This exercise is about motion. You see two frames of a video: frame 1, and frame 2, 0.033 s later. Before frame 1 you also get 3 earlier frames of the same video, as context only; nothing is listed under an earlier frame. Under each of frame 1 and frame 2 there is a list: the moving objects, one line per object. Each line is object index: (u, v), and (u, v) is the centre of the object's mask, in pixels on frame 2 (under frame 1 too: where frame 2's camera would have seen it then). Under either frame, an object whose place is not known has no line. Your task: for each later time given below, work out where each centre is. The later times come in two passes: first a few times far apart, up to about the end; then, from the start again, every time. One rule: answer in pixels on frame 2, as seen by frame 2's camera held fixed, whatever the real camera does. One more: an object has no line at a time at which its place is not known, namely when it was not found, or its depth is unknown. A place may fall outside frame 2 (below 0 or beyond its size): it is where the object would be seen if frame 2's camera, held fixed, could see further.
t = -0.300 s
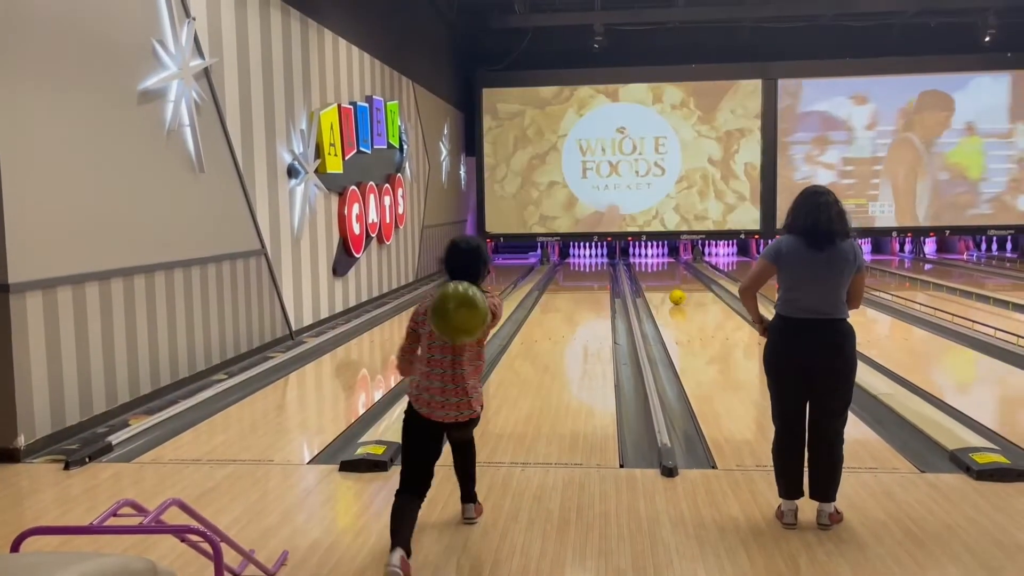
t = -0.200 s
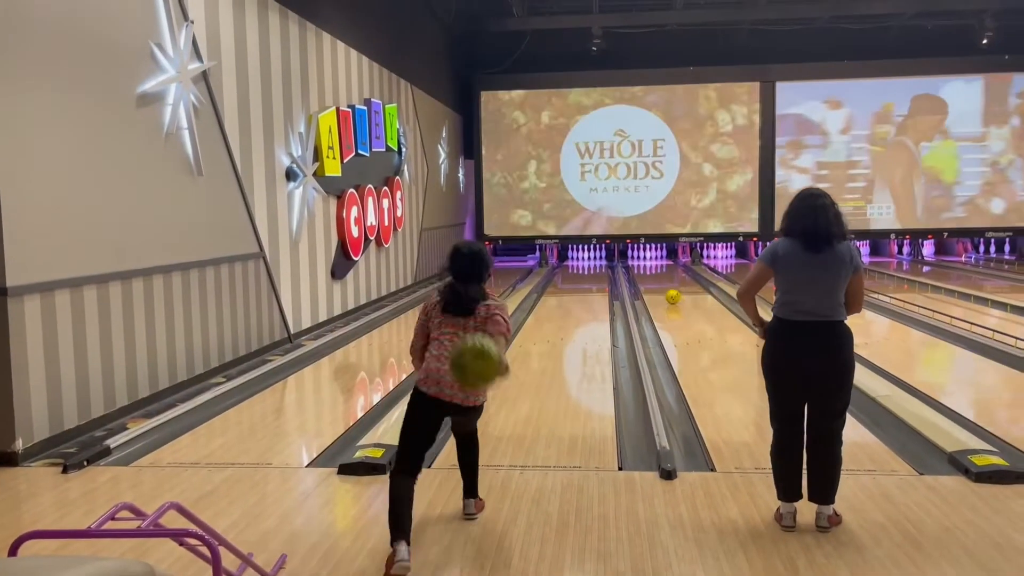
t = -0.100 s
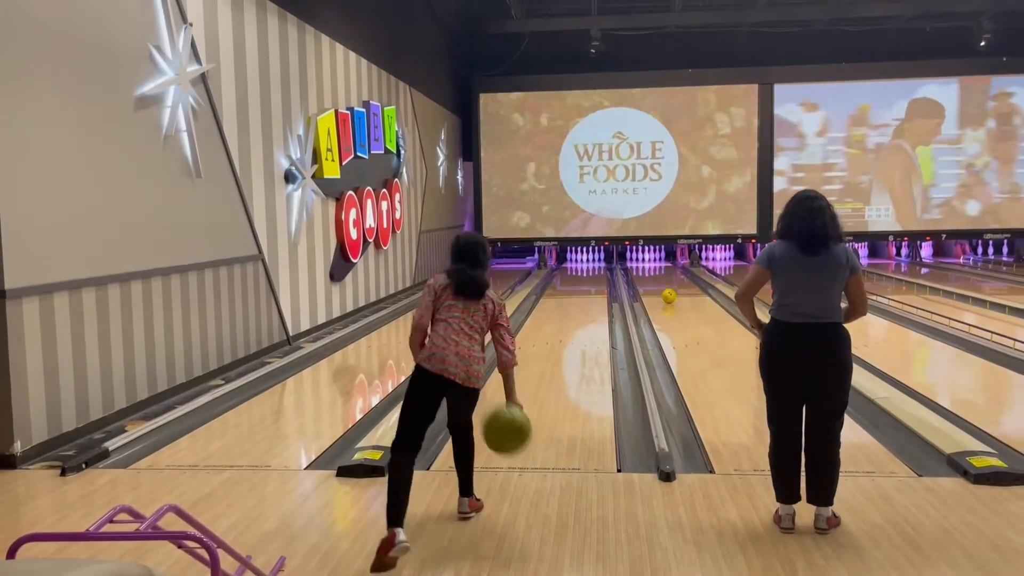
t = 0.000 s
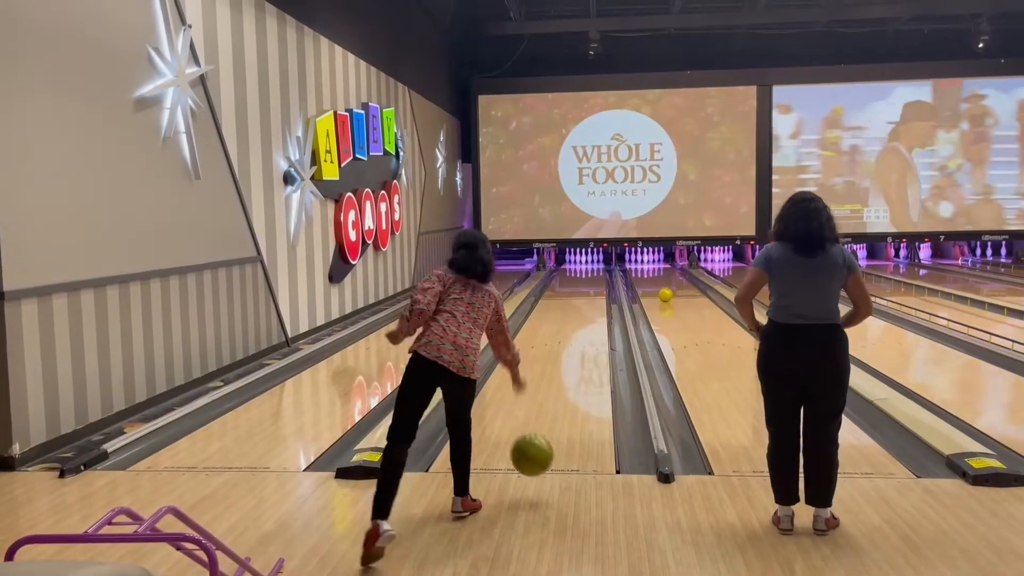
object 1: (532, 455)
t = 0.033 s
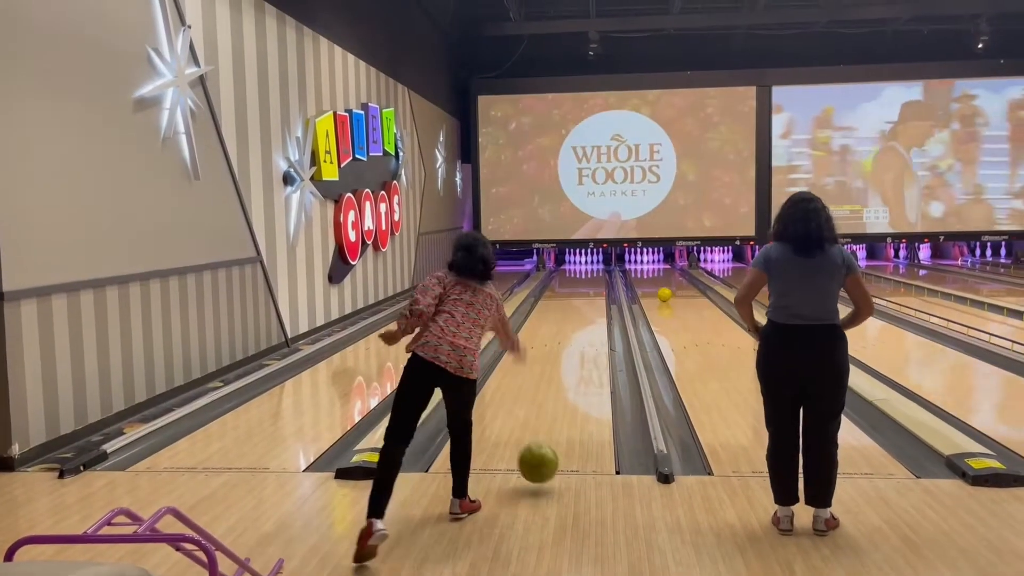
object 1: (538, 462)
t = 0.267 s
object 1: (568, 409)
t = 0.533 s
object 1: (589, 368)
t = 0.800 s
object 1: (602, 341)
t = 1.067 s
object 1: (612, 324)
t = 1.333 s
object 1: (614, 312)
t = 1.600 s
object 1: (613, 303)
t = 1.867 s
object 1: (612, 295)
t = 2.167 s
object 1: (611, 288)
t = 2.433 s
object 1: (610, 283)
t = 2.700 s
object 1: (610, 279)
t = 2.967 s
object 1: (610, 276)
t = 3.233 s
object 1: (610, 273)
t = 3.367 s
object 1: (609, 272)
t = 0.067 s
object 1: (543, 456)
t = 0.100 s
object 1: (548, 442)
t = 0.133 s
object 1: (553, 431)
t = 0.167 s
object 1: (557, 422)
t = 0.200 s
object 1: (561, 415)
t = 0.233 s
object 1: (565, 411)
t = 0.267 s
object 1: (568, 409)
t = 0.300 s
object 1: (572, 403)
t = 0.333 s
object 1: (575, 397)
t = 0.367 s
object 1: (577, 392)
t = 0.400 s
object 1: (580, 386)
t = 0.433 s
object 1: (582, 381)
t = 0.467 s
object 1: (585, 377)
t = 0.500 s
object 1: (587, 372)
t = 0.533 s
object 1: (589, 368)
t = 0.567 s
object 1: (591, 364)
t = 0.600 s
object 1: (593, 360)
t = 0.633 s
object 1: (595, 356)
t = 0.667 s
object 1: (597, 353)
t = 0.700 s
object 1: (598, 350)
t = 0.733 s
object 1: (600, 347)
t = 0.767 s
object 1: (601, 344)
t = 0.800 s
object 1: (602, 341)
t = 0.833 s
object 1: (604, 339)
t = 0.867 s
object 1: (605, 336)
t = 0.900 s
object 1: (606, 334)
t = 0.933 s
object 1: (607, 331)
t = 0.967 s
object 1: (608, 329)
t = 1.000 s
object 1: (609, 327)
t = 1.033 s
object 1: (610, 325)
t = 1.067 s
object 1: (612, 324)
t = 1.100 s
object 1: (614, 324)
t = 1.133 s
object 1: (616, 323)
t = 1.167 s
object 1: (617, 321)
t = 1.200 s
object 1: (616, 318)
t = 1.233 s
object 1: (614, 316)
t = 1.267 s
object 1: (613, 315)
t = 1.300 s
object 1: (614, 314)
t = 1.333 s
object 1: (614, 312)
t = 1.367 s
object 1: (614, 312)
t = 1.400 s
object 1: (615, 310)
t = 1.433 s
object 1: (615, 309)
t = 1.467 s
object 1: (614, 308)
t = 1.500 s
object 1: (614, 307)
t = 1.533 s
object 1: (613, 305)
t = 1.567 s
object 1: (613, 304)
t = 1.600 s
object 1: (613, 303)
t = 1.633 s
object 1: (613, 302)
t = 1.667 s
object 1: (613, 300)
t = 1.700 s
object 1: (613, 299)
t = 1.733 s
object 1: (613, 298)
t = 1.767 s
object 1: (613, 298)
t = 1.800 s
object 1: (613, 297)
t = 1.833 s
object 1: (612, 296)
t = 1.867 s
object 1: (612, 295)
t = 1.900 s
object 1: (612, 294)
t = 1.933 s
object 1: (611, 293)
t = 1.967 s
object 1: (611, 292)
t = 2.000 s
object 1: (611, 292)
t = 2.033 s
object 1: (611, 291)
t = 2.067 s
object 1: (612, 290)
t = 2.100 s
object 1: (611, 289)
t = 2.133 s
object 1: (611, 288)
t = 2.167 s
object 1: (611, 288)
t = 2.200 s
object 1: (611, 287)
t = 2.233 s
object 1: (610, 286)
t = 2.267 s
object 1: (610, 286)
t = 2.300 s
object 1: (610, 285)
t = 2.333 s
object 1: (610, 285)
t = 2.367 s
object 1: (611, 285)
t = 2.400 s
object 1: (610, 284)
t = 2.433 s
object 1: (610, 283)
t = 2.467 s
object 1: (610, 283)
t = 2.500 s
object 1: (610, 282)
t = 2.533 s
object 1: (610, 282)
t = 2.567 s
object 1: (610, 281)
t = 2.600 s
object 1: (610, 280)
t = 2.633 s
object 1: (610, 280)
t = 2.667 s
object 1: (610, 280)
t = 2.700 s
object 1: (610, 279)
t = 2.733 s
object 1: (610, 279)
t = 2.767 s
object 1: (610, 279)
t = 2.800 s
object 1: (610, 278)
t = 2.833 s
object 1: (610, 278)
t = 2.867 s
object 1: (610, 277)
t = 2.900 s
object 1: (610, 277)
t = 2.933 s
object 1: (610, 277)
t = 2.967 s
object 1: (610, 276)
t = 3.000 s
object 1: (610, 275)
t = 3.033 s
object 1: (610, 275)
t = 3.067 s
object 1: (610, 275)
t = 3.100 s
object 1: (610, 275)
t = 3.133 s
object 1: (610, 274)
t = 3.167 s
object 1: (610, 274)
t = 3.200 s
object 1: (610, 274)
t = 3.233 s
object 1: (610, 273)
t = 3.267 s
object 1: (609, 273)
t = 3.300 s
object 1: (609, 273)
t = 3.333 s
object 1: (609, 272)
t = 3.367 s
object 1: (609, 272)
